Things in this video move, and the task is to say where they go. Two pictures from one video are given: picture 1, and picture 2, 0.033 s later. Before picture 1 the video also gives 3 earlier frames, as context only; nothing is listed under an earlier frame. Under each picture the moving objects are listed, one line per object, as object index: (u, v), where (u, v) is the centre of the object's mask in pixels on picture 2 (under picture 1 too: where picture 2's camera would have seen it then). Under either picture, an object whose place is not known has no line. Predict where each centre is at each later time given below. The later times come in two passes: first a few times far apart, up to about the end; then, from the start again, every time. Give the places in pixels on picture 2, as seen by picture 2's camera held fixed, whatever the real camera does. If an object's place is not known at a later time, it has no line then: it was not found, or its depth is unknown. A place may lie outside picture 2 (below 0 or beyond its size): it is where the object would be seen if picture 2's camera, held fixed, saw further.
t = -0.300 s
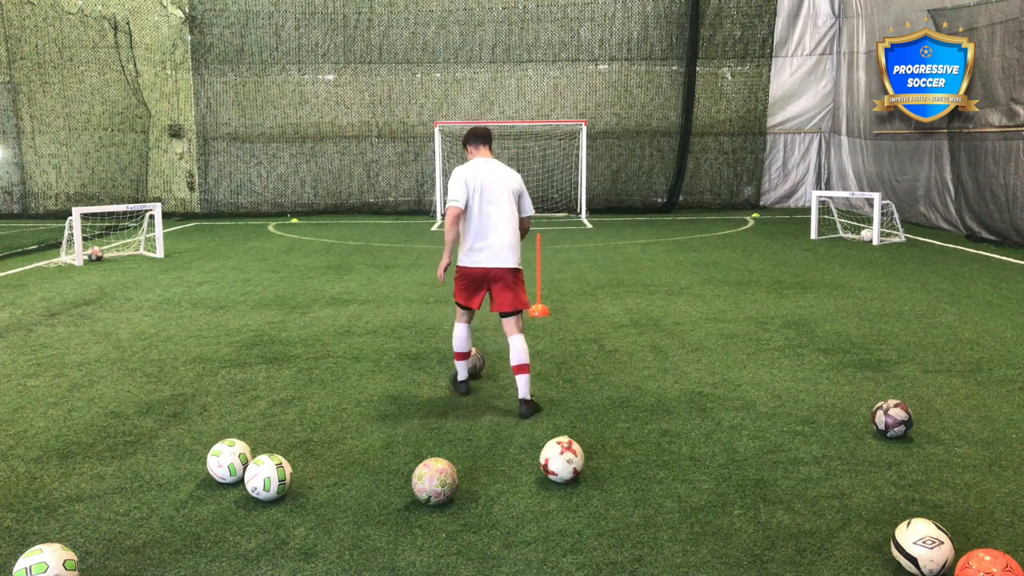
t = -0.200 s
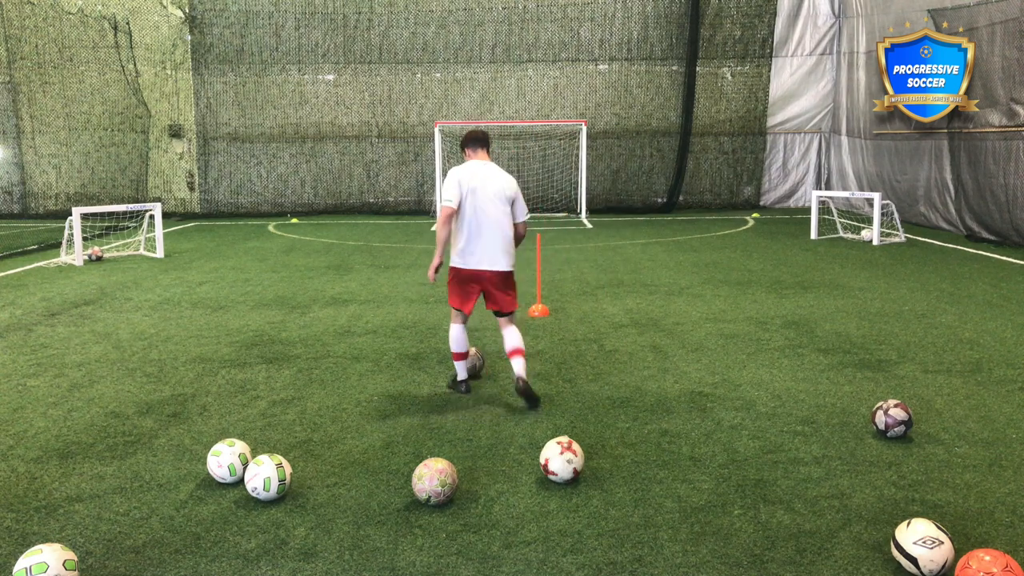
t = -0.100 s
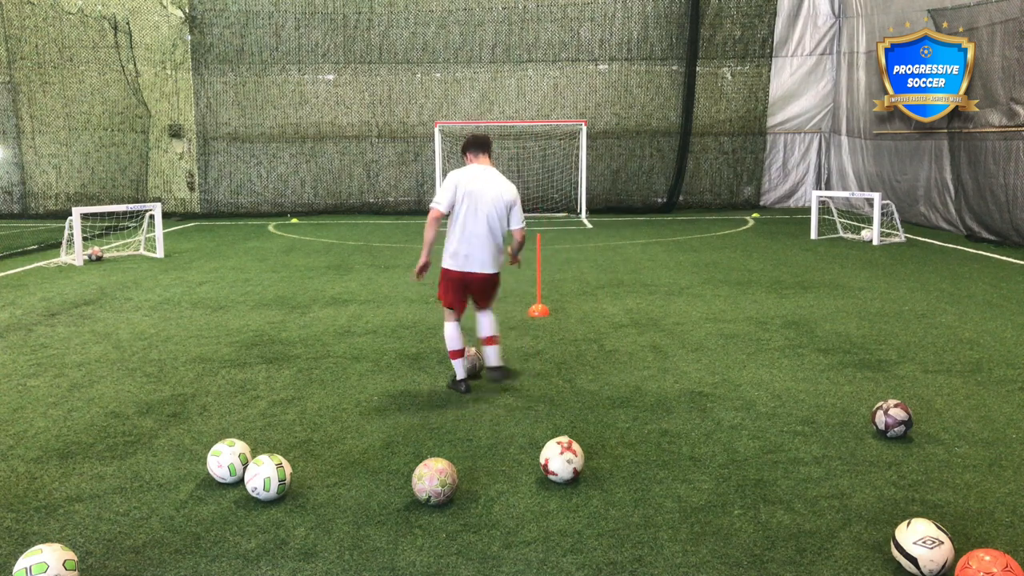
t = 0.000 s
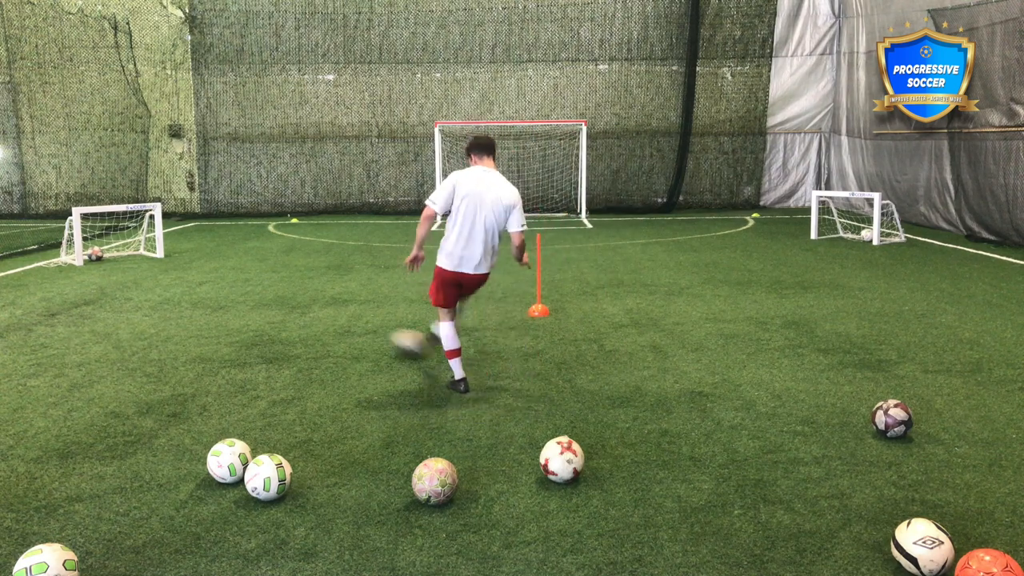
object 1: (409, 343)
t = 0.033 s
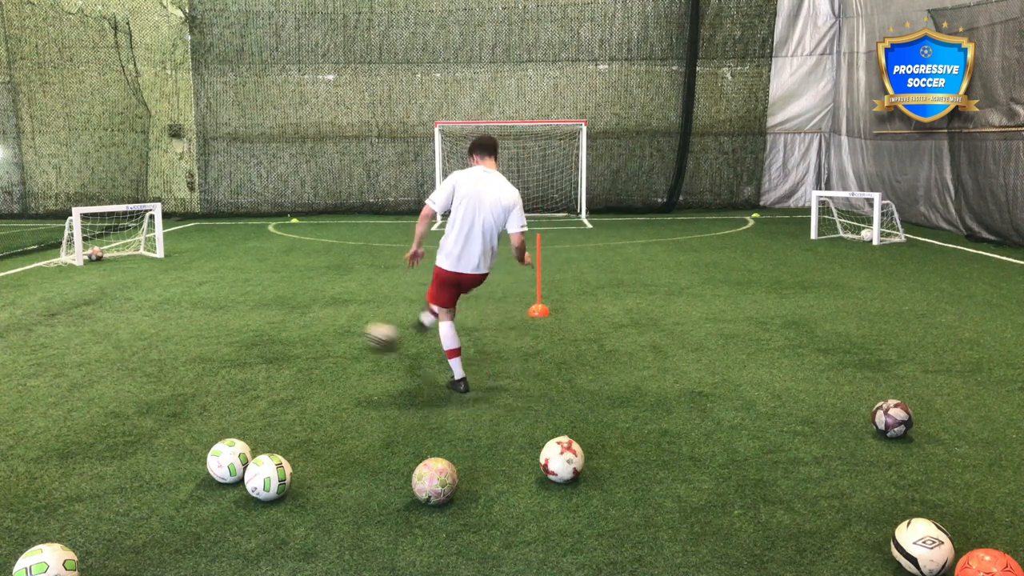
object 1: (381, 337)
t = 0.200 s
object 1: (280, 307)
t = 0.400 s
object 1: (202, 284)
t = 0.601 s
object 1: (151, 269)
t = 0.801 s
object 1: (114, 258)
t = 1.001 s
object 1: (103, 237)
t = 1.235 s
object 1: (112, 232)
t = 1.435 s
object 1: (120, 249)
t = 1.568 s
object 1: (117, 240)
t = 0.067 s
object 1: (357, 328)
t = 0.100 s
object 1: (335, 321)
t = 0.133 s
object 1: (317, 314)
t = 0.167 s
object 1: (297, 310)
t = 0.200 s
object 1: (280, 307)
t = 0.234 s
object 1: (264, 300)
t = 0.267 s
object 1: (251, 296)
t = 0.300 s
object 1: (238, 292)
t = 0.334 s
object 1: (225, 290)
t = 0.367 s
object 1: (213, 287)
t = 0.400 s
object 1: (202, 284)
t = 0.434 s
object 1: (192, 282)
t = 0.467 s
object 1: (183, 279)
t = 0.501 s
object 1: (174, 276)
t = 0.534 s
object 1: (165, 274)
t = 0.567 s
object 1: (158, 271)
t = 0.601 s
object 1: (151, 269)
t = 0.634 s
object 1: (144, 267)
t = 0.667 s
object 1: (137, 265)
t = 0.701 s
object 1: (131, 263)
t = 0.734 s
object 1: (125, 262)
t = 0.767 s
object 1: (120, 261)
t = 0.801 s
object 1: (114, 258)
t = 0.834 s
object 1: (109, 257)
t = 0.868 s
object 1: (104, 256)
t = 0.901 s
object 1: (98, 254)
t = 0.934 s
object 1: (95, 248)
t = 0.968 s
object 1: (101, 242)
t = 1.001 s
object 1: (103, 237)
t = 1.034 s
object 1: (104, 235)
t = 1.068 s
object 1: (106, 233)
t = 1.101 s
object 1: (107, 230)
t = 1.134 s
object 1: (108, 230)
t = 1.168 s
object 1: (109, 230)
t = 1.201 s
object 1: (110, 231)
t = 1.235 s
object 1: (112, 232)
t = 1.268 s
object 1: (114, 233)
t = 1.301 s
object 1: (115, 236)
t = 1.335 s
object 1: (116, 240)
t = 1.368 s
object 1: (119, 244)
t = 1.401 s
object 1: (121, 249)
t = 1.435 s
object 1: (120, 249)
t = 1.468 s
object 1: (120, 246)
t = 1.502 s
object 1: (120, 243)
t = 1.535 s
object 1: (118, 241)
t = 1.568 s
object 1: (117, 240)
